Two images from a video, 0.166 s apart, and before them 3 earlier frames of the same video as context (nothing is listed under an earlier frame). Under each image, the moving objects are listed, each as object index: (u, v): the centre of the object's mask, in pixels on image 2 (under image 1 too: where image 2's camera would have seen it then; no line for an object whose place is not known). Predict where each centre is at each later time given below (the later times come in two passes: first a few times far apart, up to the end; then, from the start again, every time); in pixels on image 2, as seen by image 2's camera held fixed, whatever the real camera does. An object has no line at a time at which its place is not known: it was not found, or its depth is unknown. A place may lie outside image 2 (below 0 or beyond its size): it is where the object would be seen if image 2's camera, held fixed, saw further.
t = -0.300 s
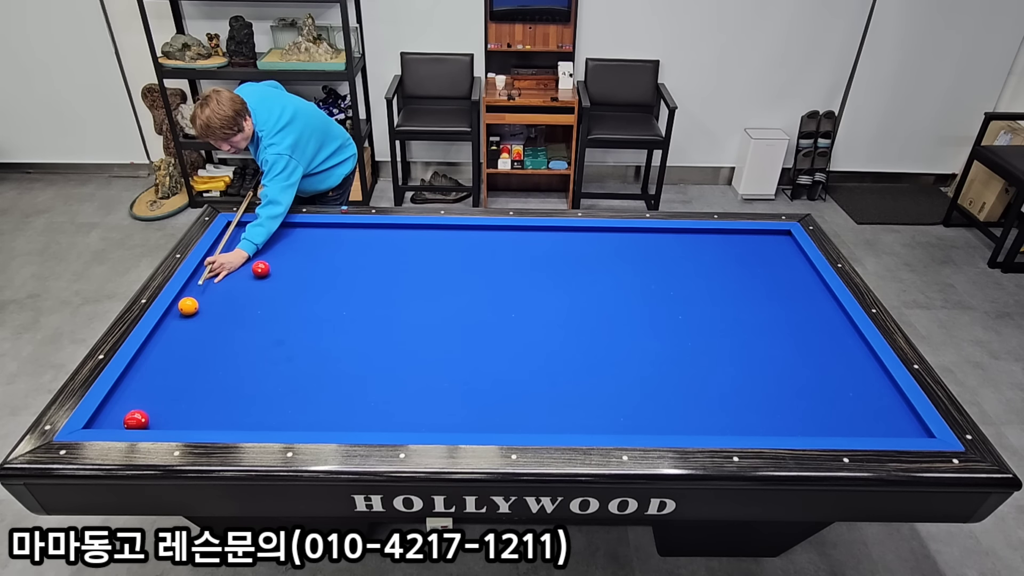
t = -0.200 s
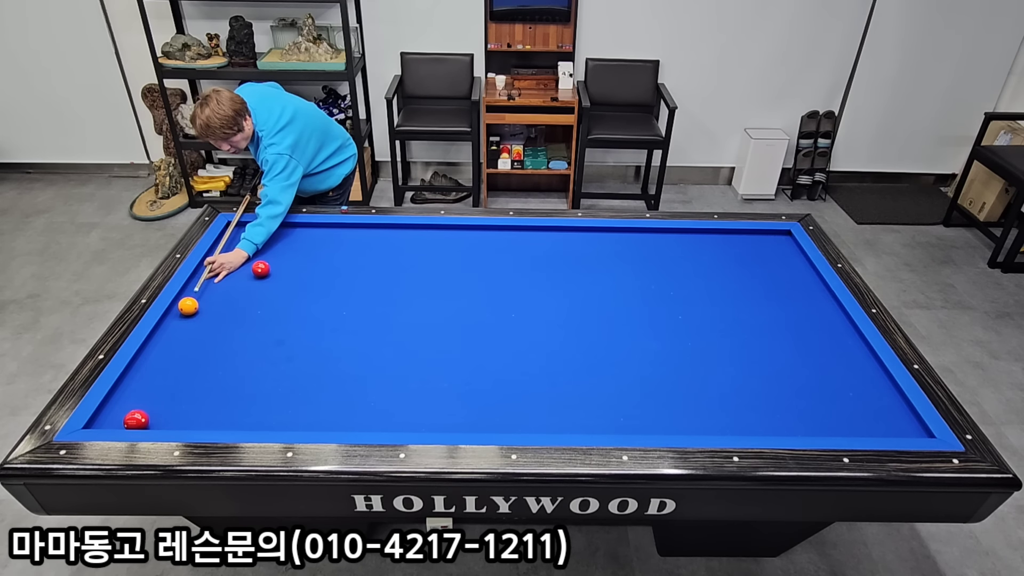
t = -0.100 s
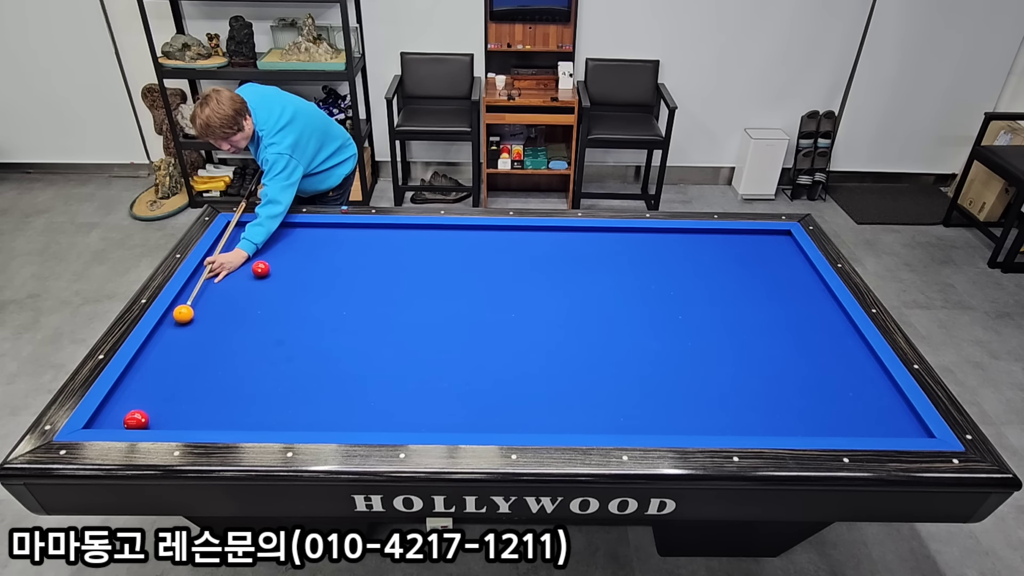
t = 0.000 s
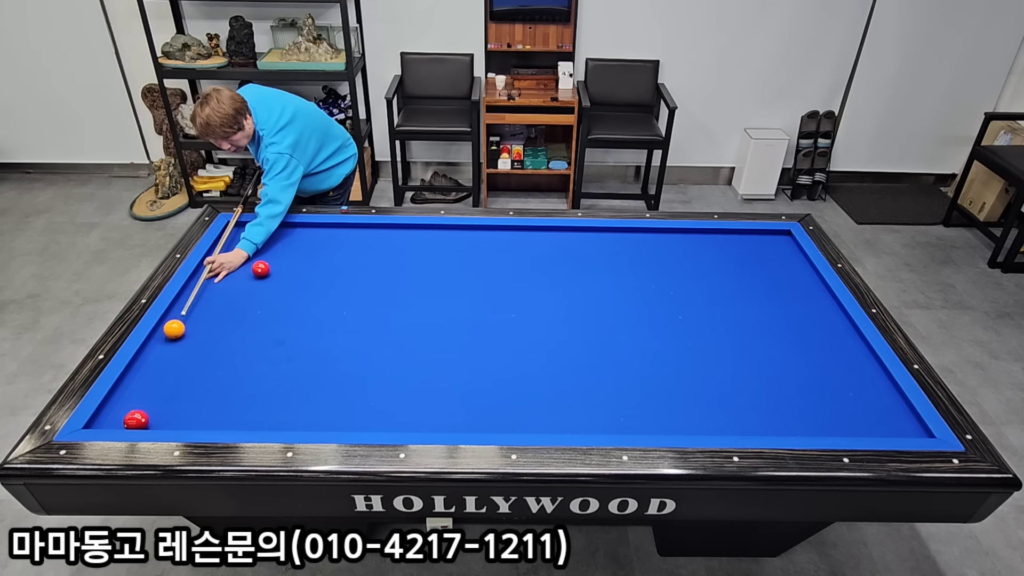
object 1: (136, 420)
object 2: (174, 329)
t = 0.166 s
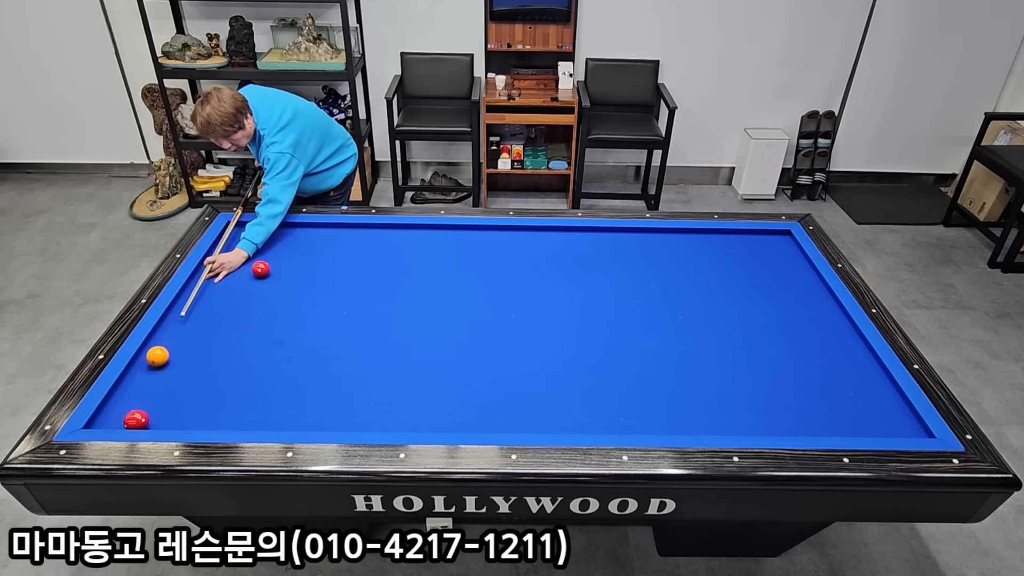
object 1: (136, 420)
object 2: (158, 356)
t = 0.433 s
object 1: (136, 420)
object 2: (127, 404)
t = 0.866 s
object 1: (173, 406)
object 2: (123, 394)
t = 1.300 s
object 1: (206, 390)
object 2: (155, 366)
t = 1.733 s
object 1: (234, 376)
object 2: (182, 342)
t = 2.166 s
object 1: (259, 364)
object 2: (205, 322)
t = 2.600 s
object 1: (279, 355)
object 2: (225, 305)
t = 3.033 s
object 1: (297, 346)
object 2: (242, 290)
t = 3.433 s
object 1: (311, 340)
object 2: (255, 278)
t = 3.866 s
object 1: (323, 335)
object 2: (264, 276)
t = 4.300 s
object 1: (332, 331)
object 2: (269, 274)
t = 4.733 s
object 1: (339, 328)
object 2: (272, 273)
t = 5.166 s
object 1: (344, 326)
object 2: (273, 272)
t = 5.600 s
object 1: (345, 325)
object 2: (273, 272)
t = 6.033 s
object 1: (345, 325)
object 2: (273, 272)
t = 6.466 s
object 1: (345, 325)
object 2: (273, 272)
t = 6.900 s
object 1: (345, 325)
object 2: (272, 272)
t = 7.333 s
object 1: (345, 325)
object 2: (273, 272)
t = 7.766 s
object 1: (345, 326)
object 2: (273, 272)
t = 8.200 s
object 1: (345, 325)
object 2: (273, 272)
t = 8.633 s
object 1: (345, 325)
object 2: (272, 272)
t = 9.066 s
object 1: (345, 325)
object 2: (273, 272)
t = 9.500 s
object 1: (345, 325)
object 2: (273, 273)
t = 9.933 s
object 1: (345, 325)
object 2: (273, 272)
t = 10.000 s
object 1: (345, 326)
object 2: (273, 272)
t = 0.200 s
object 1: (136, 420)
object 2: (154, 362)
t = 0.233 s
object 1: (136, 420)
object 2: (150, 368)
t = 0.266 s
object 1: (136, 420)
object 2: (147, 374)
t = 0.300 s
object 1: (136, 420)
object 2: (143, 380)
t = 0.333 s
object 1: (136, 420)
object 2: (139, 386)
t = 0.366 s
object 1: (136, 420)
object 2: (135, 392)
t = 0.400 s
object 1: (136, 420)
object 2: (131, 399)
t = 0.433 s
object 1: (136, 420)
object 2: (127, 404)
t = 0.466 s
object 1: (137, 420)
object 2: (121, 411)
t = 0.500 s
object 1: (140, 420)
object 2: (116, 416)
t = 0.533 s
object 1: (144, 419)
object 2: (110, 420)
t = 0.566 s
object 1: (147, 418)
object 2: (108, 419)
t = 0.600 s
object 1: (150, 418)
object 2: (108, 416)
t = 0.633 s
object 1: (153, 416)
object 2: (109, 412)
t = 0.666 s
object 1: (156, 414)
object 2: (109, 409)
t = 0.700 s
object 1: (159, 413)
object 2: (109, 406)
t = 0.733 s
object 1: (162, 412)
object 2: (112, 404)
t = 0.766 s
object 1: (164, 410)
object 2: (115, 401)
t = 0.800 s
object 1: (167, 409)
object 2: (117, 399)
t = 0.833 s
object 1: (170, 407)
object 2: (120, 396)
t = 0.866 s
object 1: (173, 406)
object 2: (123, 394)
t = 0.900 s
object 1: (175, 405)
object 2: (126, 391)
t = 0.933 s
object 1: (178, 403)
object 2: (128, 389)
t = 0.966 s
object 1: (181, 402)
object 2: (131, 387)
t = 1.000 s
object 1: (183, 400)
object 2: (133, 385)
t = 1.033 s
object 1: (186, 399)
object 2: (136, 382)
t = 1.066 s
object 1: (189, 398)
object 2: (138, 380)
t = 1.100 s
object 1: (191, 397)
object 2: (141, 378)
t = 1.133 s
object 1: (194, 396)
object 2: (143, 376)
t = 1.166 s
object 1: (196, 394)
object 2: (146, 374)
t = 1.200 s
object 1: (199, 393)
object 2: (148, 372)
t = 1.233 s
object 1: (201, 392)
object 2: (150, 370)
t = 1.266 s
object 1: (203, 391)
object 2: (153, 367)
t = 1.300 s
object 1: (206, 390)
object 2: (155, 366)
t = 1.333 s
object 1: (208, 389)
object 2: (157, 363)
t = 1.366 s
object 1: (210, 388)
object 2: (159, 362)
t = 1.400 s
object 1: (213, 387)
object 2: (161, 360)
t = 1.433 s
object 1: (215, 385)
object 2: (163, 358)
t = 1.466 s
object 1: (217, 384)
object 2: (165, 356)
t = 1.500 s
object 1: (219, 383)
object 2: (168, 354)
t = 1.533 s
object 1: (222, 382)
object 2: (170, 352)
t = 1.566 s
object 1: (224, 381)
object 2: (172, 350)
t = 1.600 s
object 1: (226, 380)
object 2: (174, 349)
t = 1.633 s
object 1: (228, 379)
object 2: (176, 347)
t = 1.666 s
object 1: (230, 378)
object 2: (178, 345)
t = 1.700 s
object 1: (232, 377)
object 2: (180, 343)
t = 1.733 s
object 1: (234, 376)
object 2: (182, 342)
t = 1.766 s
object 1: (236, 375)
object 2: (184, 340)
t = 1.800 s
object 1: (238, 374)
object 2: (185, 338)
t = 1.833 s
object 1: (240, 373)
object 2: (187, 337)
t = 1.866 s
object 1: (242, 372)
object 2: (189, 335)
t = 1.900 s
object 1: (244, 371)
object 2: (191, 334)
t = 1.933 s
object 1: (246, 370)
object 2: (193, 332)
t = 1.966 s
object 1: (248, 370)
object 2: (195, 330)
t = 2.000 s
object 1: (250, 369)
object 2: (196, 329)
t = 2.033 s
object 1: (251, 368)
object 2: (198, 327)
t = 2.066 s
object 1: (253, 367)
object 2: (200, 326)
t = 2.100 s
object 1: (255, 366)
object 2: (202, 324)
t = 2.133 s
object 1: (257, 365)
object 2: (203, 323)
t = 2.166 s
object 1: (259, 364)
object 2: (205, 322)
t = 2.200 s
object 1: (260, 364)
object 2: (206, 320)
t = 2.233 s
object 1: (262, 363)
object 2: (208, 319)
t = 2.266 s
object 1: (264, 362)
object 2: (210, 317)
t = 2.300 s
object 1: (265, 361)
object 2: (211, 316)
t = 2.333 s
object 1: (267, 360)
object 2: (213, 315)
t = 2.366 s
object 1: (268, 360)
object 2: (215, 313)
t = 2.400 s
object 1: (270, 359)
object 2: (216, 312)
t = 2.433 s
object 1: (272, 358)
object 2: (217, 311)
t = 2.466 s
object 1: (273, 357)
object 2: (219, 309)
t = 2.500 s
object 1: (275, 357)
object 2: (220, 308)
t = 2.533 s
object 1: (276, 356)
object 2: (222, 307)
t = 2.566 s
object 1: (278, 355)
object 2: (223, 306)
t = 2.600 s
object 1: (279, 355)
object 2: (225, 305)
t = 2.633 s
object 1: (281, 354)
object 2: (226, 303)
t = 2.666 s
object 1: (282, 353)
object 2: (228, 302)
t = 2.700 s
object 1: (284, 352)
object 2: (229, 301)
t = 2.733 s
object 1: (285, 352)
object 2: (230, 300)
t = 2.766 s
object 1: (286, 351)
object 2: (232, 299)
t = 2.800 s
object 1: (288, 350)
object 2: (233, 298)
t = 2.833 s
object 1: (289, 350)
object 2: (234, 296)
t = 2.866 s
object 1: (290, 349)
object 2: (236, 295)
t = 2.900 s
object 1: (292, 349)
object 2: (237, 294)
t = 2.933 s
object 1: (293, 348)
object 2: (238, 293)
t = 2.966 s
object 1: (295, 348)
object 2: (239, 292)
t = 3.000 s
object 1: (296, 347)
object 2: (241, 291)
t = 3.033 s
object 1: (297, 346)
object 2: (242, 290)
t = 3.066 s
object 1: (298, 346)
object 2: (243, 289)
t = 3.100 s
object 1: (300, 346)
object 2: (244, 288)
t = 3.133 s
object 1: (301, 345)
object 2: (245, 287)
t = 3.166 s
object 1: (302, 344)
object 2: (247, 286)
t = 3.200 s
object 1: (303, 344)
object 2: (248, 285)
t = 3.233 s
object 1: (304, 343)
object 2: (249, 284)
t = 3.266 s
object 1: (305, 343)
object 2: (250, 283)
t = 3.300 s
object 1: (307, 342)
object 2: (251, 282)
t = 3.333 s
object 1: (308, 342)
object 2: (252, 281)
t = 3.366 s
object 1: (309, 341)
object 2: (253, 280)
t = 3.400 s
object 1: (310, 341)
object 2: (254, 279)
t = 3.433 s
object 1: (311, 340)
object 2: (255, 278)
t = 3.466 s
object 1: (312, 340)
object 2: (256, 278)
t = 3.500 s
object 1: (313, 339)
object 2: (257, 278)
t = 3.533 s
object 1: (314, 339)
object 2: (258, 278)
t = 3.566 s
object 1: (315, 338)
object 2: (258, 277)
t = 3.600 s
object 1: (316, 338)
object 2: (259, 277)
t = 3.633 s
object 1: (316, 338)
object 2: (260, 277)
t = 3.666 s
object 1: (317, 337)
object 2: (260, 277)
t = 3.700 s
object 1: (318, 337)
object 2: (261, 277)
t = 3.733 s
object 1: (319, 336)
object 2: (261, 276)
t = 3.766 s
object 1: (320, 336)
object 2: (262, 276)
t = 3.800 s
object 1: (321, 336)
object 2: (263, 276)
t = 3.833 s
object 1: (322, 335)
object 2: (263, 276)
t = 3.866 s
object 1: (323, 335)
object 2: (264, 276)
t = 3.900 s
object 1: (324, 335)
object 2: (264, 276)
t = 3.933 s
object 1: (325, 334)
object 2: (265, 275)
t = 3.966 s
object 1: (325, 334)
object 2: (265, 275)
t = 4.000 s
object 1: (326, 334)
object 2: (266, 275)
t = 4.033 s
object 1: (327, 333)
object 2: (266, 275)
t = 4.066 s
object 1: (328, 333)
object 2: (266, 275)
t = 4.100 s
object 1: (328, 332)
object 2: (267, 275)
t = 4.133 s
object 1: (329, 332)
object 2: (267, 274)
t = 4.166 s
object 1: (330, 332)
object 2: (268, 274)
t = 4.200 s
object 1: (330, 332)
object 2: (270, 273)
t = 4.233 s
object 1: (331, 331)
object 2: (268, 275)
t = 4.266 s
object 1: (332, 331)
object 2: (269, 274)
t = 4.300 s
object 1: (332, 331)
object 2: (269, 274)
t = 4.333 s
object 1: (333, 331)
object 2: (269, 274)
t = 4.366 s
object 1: (334, 330)
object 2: (270, 274)
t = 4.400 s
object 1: (334, 330)
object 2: (270, 273)
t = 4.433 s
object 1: (335, 330)
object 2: (270, 273)
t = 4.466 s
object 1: (335, 330)
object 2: (271, 273)
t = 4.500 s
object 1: (336, 329)
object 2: (271, 273)
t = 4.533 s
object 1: (337, 329)
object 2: (271, 273)
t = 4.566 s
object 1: (337, 329)
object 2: (271, 273)
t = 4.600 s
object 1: (337, 329)
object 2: (271, 273)
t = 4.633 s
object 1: (338, 328)
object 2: (271, 273)
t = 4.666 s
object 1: (338, 328)
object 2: (272, 273)
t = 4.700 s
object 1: (339, 328)
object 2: (272, 273)
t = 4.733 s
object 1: (339, 328)
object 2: (272, 273)
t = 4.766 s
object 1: (340, 328)
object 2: (272, 273)
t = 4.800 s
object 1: (340, 328)
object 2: (272, 272)
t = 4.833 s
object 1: (341, 327)
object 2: (272, 272)
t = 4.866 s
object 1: (341, 327)
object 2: (272, 272)
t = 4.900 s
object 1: (341, 327)
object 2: (273, 272)
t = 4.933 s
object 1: (342, 327)
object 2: (273, 272)
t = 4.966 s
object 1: (342, 327)
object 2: (273, 272)
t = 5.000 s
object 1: (342, 327)
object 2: (273, 272)
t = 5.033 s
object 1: (343, 327)
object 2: (273, 272)
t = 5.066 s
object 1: (343, 326)
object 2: (273, 272)
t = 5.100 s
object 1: (344, 326)
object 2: (273, 272)
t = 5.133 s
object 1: (344, 326)
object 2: (273, 272)
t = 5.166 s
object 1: (344, 326)
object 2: (273, 272)
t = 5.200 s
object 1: (344, 326)
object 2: (273, 272)
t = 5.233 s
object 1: (344, 326)
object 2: (273, 272)
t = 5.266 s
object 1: (345, 326)
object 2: (273, 272)
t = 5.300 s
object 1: (345, 326)
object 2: (273, 272)
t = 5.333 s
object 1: (345, 326)
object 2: (273, 272)
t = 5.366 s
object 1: (345, 326)
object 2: (273, 272)
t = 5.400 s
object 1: (345, 326)
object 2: (273, 272)
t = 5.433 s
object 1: (345, 325)
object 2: (272, 272)
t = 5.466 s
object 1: (345, 325)
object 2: (273, 272)
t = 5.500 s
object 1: (345, 325)
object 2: (273, 272)
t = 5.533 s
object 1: (345, 325)
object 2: (273, 272)
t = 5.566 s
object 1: (345, 325)
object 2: (273, 272)
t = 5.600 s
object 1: (345, 325)
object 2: (273, 272)
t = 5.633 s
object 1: (345, 325)
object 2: (273, 272)
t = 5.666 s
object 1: (345, 325)
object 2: (273, 272)
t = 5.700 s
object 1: (345, 325)
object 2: (272, 272)
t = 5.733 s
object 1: (345, 325)
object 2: (273, 272)
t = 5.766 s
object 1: (345, 325)
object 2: (273, 272)
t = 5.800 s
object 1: (345, 325)
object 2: (273, 272)
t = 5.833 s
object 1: (345, 325)
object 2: (273, 272)
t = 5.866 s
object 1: (345, 325)
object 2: (273, 272)
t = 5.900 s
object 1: (345, 325)
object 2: (273, 272)
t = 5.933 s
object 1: (345, 325)
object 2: (273, 272)
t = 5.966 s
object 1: (345, 325)
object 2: (273, 272)
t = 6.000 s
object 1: (345, 325)
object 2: (273, 272)
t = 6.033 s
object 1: (345, 325)
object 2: (273, 272)
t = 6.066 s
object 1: (345, 325)
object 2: (273, 272)
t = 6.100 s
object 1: (345, 325)
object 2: (273, 272)
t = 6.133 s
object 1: (345, 325)
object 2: (273, 272)
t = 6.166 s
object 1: (345, 325)
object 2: (273, 272)
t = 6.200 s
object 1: (345, 325)
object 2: (273, 272)
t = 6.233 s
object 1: (345, 325)
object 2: (273, 272)
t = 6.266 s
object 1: (345, 325)
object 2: (273, 272)
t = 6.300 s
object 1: (345, 325)
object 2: (273, 272)
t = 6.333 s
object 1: (345, 325)
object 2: (273, 272)
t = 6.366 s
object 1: (345, 325)
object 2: (273, 272)
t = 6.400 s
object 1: (345, 325)
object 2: (273, 272)
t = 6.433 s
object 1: (345, 325)
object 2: (273, 272)
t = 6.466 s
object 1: (345, 325)
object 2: (273, 272)
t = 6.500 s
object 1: (345, 325)
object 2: (272, 272)
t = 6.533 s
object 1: (345, 325)
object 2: (272, 272)
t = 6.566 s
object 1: (345, 325)
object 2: (272, 272)
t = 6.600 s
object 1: (345, 325)
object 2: (272, 272)
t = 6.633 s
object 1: (345, 325)
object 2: (273, 272)
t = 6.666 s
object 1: (345, 325)
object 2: (272, 272)
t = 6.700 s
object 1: (345, 325)
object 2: (273, 272)
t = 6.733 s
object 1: (345, 325)
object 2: (273, 272)
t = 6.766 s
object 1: (345, 325)
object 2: (272, 272)
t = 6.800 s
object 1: (345, 325)
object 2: (273, 272)
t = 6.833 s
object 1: (345, 325)
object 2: (272, 272)
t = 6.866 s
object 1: (345, 325)
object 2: (272, 272)
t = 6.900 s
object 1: (345, 325)
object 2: (272, 272)
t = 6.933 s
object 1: (345, 326)
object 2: (273, 272)
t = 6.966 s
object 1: (345, 326)
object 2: (272, 272)
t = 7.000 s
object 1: (345, 326)
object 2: (273, 272)
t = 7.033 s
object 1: (345, 326)
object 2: (273, 272)
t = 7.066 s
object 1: (345, 326)
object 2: (273, 272)
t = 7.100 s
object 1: (345, 325)
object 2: (273, 272)
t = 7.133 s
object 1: (345, 326)
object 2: (273, 272)
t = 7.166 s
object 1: (345, 326)
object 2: (273, 272)
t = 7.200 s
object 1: (345, 326)
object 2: (273, 272)
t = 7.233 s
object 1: (345, 326)
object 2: (273, 272)
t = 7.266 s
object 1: (345, 326)
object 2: (273, 272)
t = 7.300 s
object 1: (345, 325)
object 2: (273, 272)
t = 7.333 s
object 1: (345, 325)
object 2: (273, 272)
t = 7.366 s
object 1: (345, 325)
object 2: (273, 272)
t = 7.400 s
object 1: (345, 325)
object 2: (273, 272)
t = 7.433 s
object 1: (345, 325)
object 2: (273, 272)
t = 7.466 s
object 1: (345, 325)
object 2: (273, 272)
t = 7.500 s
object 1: (345, 325)
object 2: (273, 272)
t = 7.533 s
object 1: (345, 325)
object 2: (273, 272)
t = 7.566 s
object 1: (345, 326)
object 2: (273, 272)
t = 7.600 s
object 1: (345, 326)
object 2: (273, 272)
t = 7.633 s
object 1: (345, 326)
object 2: (272, 272)
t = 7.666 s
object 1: (345, 326)
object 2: (273, 272)
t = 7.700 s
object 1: (345, 326)
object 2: (273, 272)
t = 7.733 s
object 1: (345, 325)
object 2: (273, 272)
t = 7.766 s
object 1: (345, 326)
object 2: (273, 272)
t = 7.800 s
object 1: (345, 325)
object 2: (273, 272)
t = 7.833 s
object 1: (345, 325)
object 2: (273, 272)
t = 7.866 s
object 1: (345, 325)
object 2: (272, 272)
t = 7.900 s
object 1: (345, 325)
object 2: (273, 272)
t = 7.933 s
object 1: (345, 325)
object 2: (273, 272)
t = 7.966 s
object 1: (345, 325)
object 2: (273, 272)
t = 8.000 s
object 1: (345, 325)
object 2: (273, 272)
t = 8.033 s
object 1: (345, 325)
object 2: (273, 272)
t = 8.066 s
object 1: (345, 325)
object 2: (273, 272)
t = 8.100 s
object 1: (345, 325)
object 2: (273, 272)
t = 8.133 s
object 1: (345, 325)
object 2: (273, 272)
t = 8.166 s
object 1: (345, 325)
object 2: (273, 272)
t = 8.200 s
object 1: (345, 325)
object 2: (273, 272)
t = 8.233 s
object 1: (345, 325)
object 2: (273, 272)
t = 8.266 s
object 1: (345, 325)
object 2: (273, 272)
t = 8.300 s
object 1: (345, 325)
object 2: (273, 272)
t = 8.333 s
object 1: (345, 325)
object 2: (273, 272)
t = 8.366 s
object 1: (345, 326)
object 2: (272, 272)
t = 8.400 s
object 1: (345, 325)
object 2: (273, 272)
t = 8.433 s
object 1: (345, 325)
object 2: (273, 272)
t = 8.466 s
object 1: (345, 325)
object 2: (272, 272)
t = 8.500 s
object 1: (345, 325)
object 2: (273, 272)
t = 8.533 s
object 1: (345, 325)
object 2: (273, 272)
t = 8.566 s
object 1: (345, 325)
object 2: (272, 272)
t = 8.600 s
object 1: (345, 325)
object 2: (272, 272)
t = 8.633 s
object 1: (345, 325)
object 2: (272, 272)
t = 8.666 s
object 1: (345, 325)
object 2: (272, 272)
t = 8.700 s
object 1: (345, 325)
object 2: (272, 272)
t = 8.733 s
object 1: (345, 325)
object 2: (273, 272)
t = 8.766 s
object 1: (345, 325)
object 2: (273, 272)
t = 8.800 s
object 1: (345, 325)
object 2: (272, 272)
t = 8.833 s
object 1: (345, 325)
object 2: (273, 272)
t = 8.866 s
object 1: (345, 325)
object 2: (272, 272)
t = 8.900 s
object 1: (345, 325)
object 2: (273, 272)
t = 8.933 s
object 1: (345, 325)
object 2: (273, 272)
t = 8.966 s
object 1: (345, 325)
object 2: (273, 272)
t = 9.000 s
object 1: (345, 325)
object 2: (273, 272)
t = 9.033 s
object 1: (345, 325)
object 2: (272, 272)
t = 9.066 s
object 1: (345, 325)
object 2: (273, 272)
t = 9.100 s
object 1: (345, 325)
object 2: (273, 272)
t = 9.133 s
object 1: (345, 325)
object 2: (273, 272)
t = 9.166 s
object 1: (345, 325)
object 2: (273, 272)
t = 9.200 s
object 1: (345, 325)
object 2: (273, 272)
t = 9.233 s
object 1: (345, 325)
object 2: (273, 272)
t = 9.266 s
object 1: (345, 325)
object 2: (273, 272)
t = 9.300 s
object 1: (345, 325)
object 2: (273, 272)
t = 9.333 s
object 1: (345, 325)
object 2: (273, 272)
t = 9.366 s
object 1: (345, 325)
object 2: (273, 272)
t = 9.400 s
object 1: (345, 325)
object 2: (273, 272)
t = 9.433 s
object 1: (345, 325)
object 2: (273, 272)
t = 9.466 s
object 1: (345, 325)
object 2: (273, 272)
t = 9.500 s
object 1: (345, 325)
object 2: (273, 273)
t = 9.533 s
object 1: (345, 326)
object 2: (273, 272)
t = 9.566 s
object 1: (345, 325)
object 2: (273, 272)
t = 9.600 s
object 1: (345, 325)
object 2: (273, 272)
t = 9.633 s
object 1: (345, 326)
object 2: (273, 272)
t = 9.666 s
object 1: (345, 326)
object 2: (273, 272)
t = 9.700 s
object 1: (345, 325)
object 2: (273, 272)
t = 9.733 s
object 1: (345, 326)
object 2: (273, 272)
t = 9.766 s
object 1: (345, 326)
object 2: (273, 272)
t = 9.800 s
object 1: (345, 326)
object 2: (273, 272)
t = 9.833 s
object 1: (345, 326)
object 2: (273, 272)
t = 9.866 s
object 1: (345, 326)
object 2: (273, 272)
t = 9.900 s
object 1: (345, 325)
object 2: (273, 272)
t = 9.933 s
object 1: (345, 325)
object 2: (273, 272)
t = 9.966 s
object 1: (345, 325)
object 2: (273, 272)
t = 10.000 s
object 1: (345, 326)
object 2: (273, 272)
